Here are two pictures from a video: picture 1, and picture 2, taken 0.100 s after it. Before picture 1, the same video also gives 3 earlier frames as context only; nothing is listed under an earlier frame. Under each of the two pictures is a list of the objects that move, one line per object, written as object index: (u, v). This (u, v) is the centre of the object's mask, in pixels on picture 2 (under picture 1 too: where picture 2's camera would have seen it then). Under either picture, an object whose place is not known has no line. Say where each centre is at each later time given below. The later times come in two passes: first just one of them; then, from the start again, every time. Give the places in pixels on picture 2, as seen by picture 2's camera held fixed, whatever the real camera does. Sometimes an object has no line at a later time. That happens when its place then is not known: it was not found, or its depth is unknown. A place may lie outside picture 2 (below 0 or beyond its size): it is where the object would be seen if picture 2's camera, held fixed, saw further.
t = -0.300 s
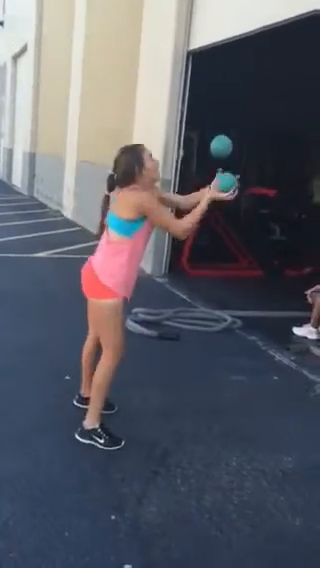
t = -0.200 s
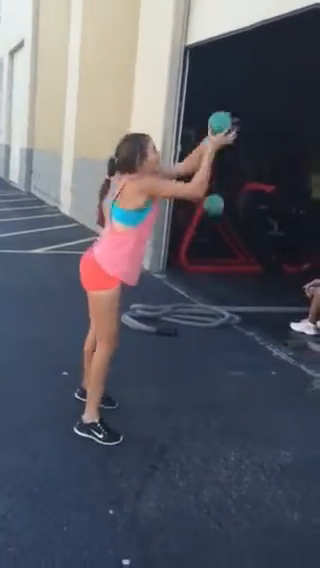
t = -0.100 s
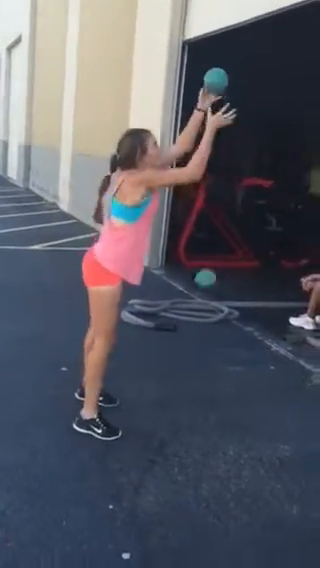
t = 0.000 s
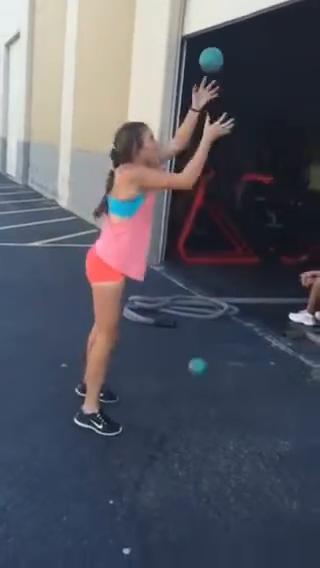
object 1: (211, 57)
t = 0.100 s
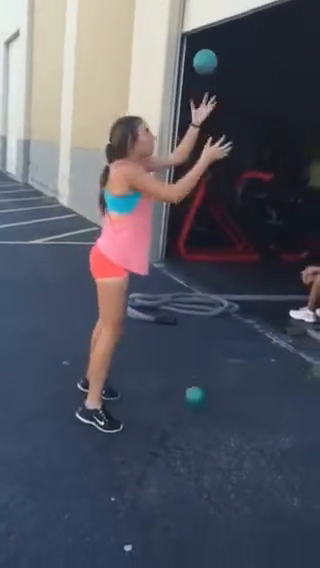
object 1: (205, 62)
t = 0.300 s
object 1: (188, 132)
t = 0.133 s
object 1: (202, 68)
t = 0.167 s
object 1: (200, 77)
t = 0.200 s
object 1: (197, 88)
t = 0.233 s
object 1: (194, 100)
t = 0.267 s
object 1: (191, 115)
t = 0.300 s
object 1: (188, 132)
